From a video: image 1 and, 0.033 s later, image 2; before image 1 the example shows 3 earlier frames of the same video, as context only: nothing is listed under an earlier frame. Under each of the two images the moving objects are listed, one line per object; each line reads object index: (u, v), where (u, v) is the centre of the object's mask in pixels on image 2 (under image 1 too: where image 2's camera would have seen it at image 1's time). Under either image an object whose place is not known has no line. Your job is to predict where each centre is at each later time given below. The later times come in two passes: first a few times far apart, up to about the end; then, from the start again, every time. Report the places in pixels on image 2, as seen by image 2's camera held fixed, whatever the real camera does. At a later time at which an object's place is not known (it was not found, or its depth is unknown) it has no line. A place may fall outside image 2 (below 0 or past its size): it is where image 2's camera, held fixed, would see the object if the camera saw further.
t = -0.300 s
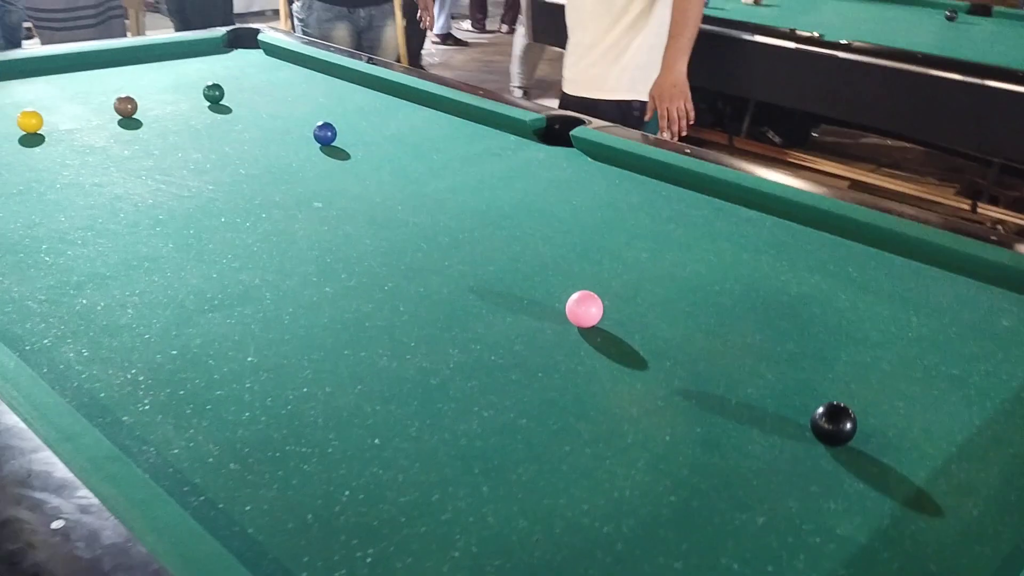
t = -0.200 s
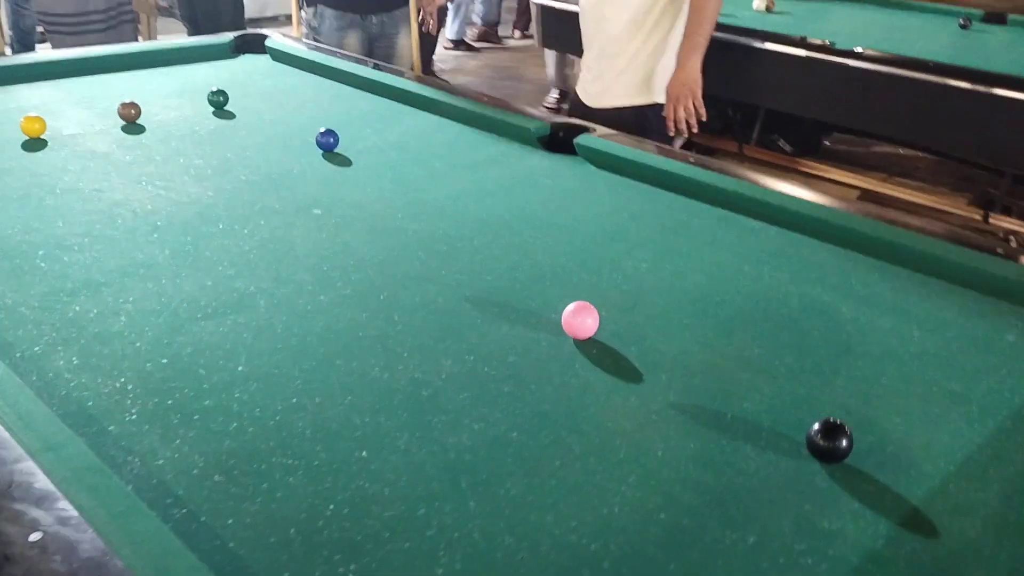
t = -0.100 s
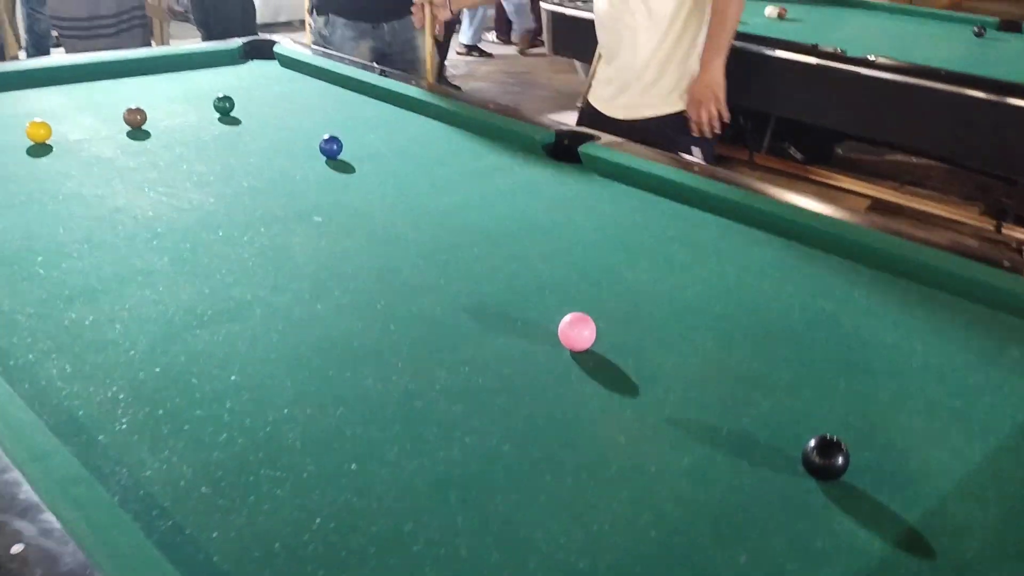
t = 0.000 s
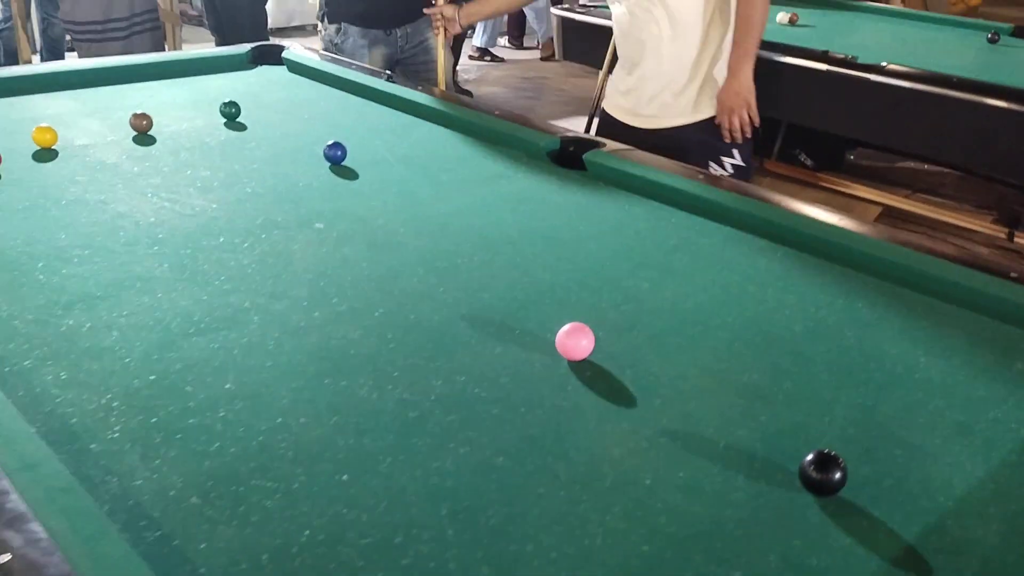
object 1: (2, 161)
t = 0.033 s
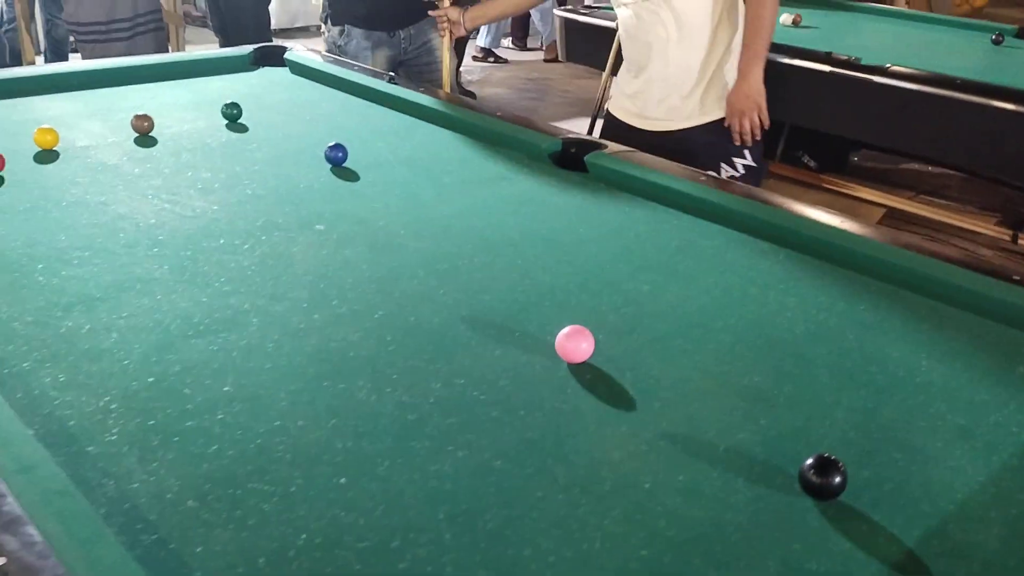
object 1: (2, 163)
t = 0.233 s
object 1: (4, 173)
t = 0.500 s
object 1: (23, 188)
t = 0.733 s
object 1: (40, 201)
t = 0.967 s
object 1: (57, 214)
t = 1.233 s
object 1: (75, 229)
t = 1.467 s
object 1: (90, 242)
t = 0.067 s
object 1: (2, 165)
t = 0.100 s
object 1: (2, 166)
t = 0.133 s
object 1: (2, 168)
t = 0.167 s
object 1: (1, 169)
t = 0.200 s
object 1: (2, 171)
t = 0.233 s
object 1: (4, 173)
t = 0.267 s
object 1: (6, 175)
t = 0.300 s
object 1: (9, 177)
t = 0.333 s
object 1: (11, 179)
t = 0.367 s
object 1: (13, 180)
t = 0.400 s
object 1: (16, 182)
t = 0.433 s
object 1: (18, 184)
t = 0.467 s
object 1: (21, 186)
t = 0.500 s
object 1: (23, 188)
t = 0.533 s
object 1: (25, 190)
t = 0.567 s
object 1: (27, 192)
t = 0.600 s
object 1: (30, 194)
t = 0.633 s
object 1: (32, 196)
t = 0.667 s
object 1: (35, 198)
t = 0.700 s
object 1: (37, 199)
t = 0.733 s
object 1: (40, 201)
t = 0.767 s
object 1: (42, 203)
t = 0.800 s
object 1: (44, 205)
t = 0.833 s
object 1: (47, 207)
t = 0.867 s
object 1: (49, 209)
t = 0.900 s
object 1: (52, 211)
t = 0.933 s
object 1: (54, 212)
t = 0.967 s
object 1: (57, 214)
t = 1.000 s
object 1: (59, 216)
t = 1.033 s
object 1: (61, 218)
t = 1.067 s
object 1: (63, 220)
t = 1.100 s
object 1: (66, 222)
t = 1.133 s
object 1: (68, 223)
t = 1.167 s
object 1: (70, 225)
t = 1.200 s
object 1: (72, 227)
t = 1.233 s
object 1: (75, 229)
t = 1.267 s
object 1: (77, 231)
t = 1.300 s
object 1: (79, 233)
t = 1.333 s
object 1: (81, 235)
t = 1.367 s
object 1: (84, 236)
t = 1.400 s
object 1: (86, 238)
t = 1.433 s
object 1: (88, 240)
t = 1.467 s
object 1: (90, 242)
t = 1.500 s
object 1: (93, 243)
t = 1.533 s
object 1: (95, 245)
